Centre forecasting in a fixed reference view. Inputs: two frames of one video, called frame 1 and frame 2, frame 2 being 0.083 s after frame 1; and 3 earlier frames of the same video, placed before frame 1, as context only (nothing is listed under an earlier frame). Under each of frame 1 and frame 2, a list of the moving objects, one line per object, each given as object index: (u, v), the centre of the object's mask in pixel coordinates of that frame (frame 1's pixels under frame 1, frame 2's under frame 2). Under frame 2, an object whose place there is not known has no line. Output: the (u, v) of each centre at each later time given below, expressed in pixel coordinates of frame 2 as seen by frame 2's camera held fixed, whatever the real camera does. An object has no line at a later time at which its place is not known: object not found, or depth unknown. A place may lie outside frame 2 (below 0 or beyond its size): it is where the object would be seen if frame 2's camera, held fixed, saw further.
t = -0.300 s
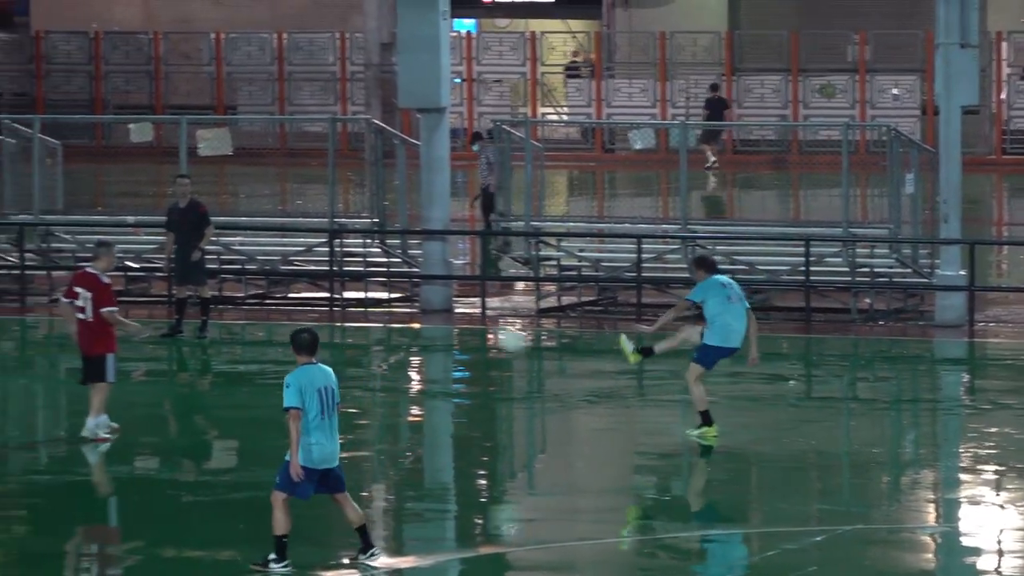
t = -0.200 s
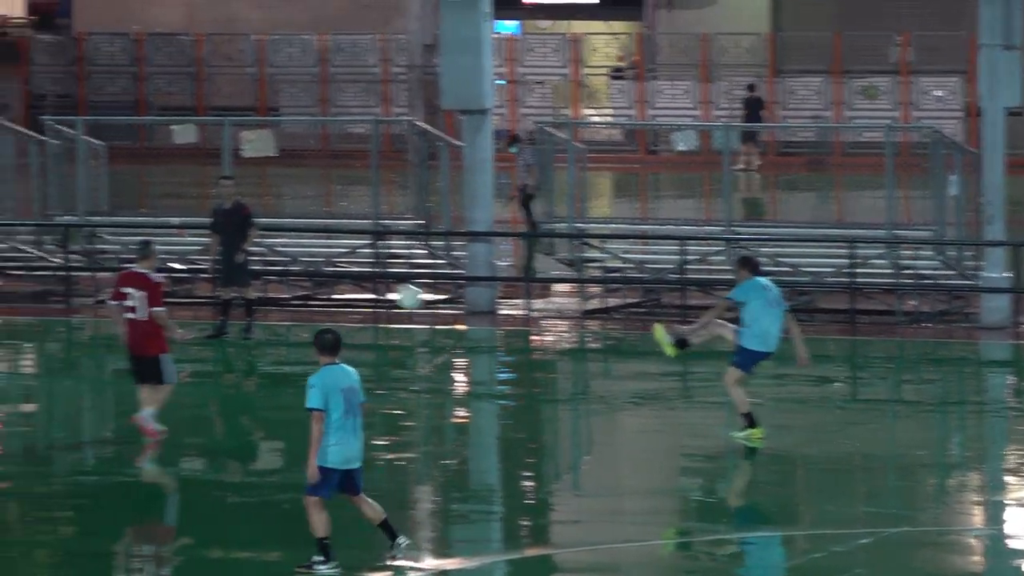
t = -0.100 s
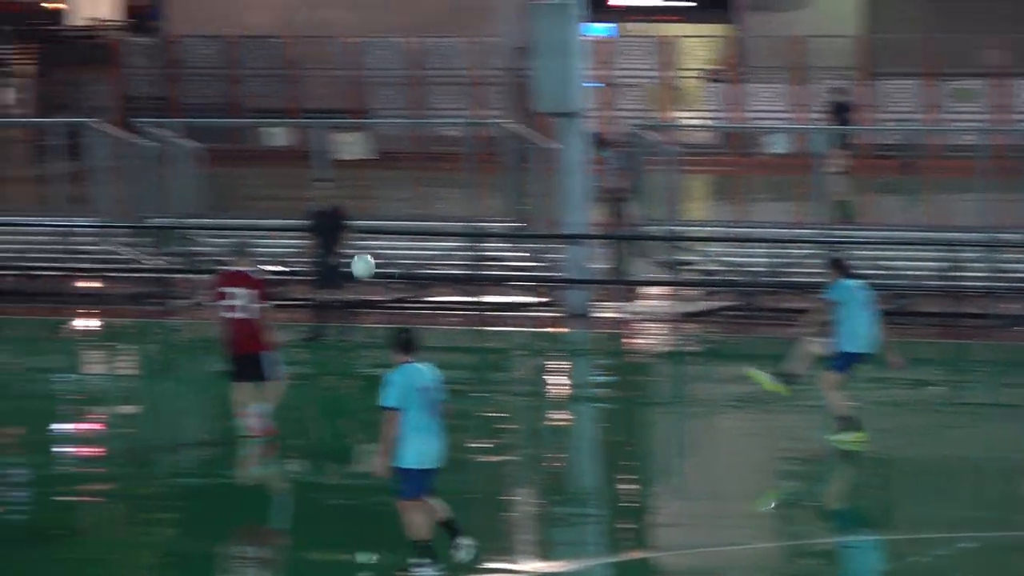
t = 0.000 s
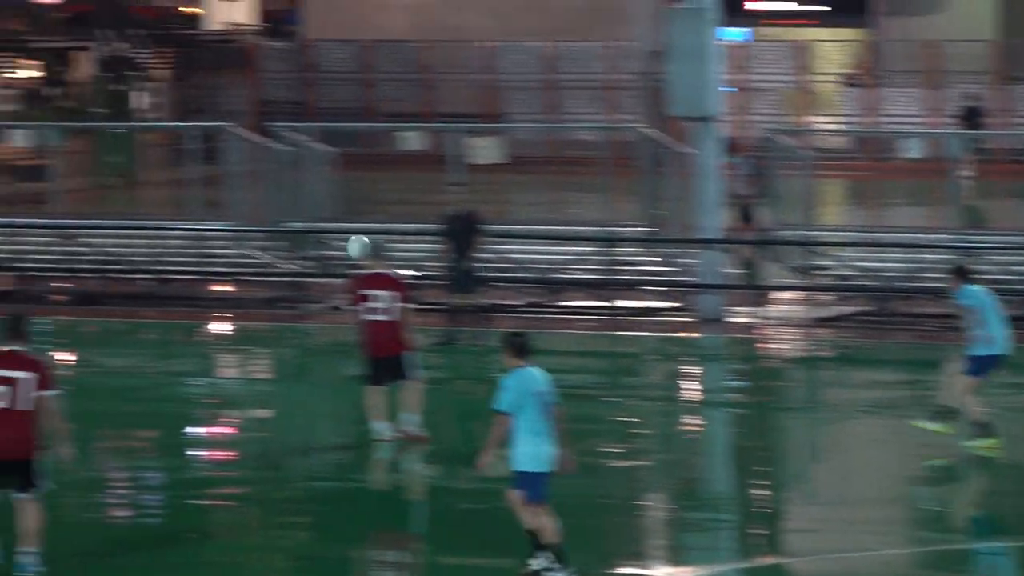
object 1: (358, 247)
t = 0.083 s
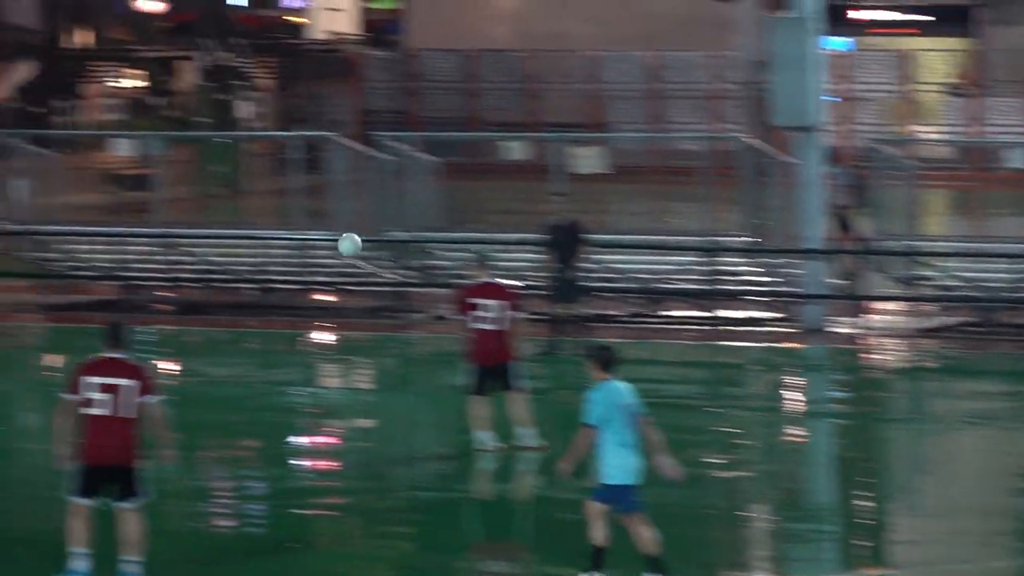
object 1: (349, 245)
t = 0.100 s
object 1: (328, 243)
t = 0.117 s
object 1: (307, 242)
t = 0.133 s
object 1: (286, 242)
